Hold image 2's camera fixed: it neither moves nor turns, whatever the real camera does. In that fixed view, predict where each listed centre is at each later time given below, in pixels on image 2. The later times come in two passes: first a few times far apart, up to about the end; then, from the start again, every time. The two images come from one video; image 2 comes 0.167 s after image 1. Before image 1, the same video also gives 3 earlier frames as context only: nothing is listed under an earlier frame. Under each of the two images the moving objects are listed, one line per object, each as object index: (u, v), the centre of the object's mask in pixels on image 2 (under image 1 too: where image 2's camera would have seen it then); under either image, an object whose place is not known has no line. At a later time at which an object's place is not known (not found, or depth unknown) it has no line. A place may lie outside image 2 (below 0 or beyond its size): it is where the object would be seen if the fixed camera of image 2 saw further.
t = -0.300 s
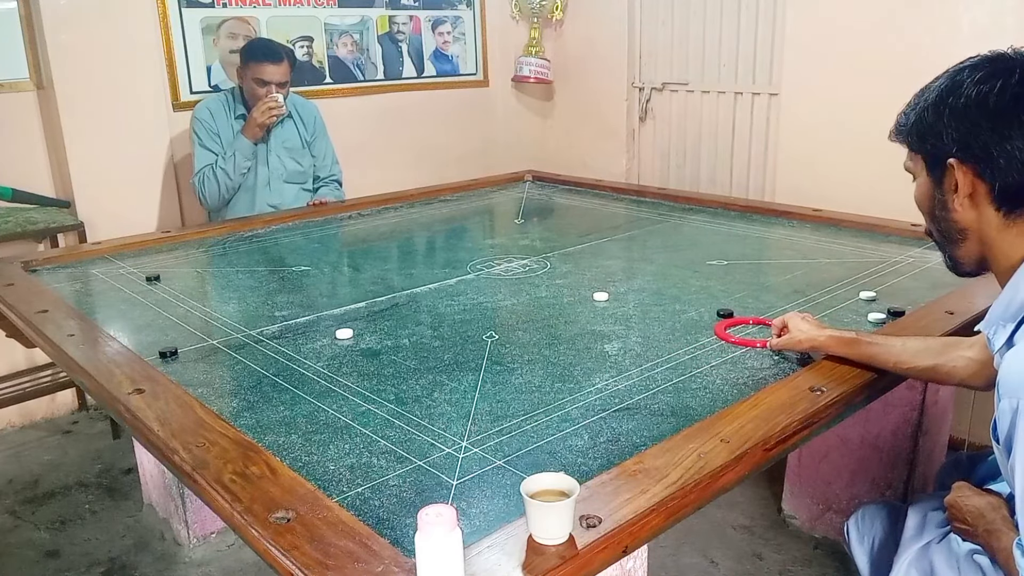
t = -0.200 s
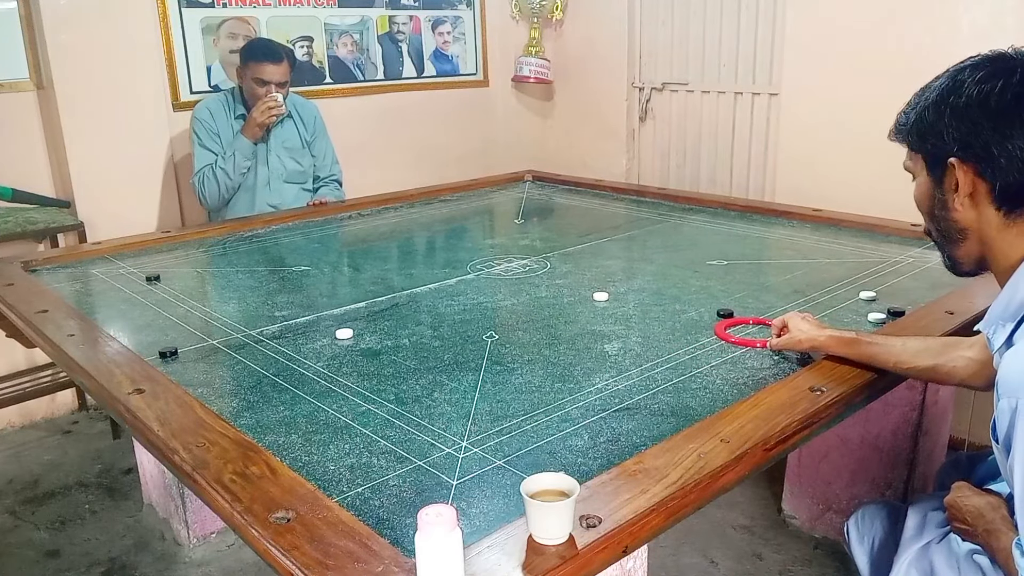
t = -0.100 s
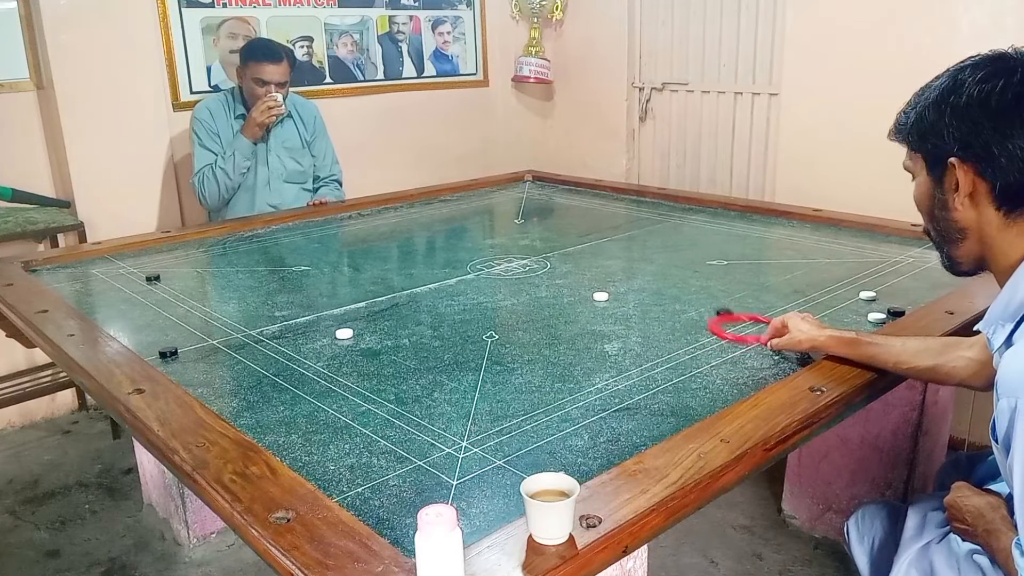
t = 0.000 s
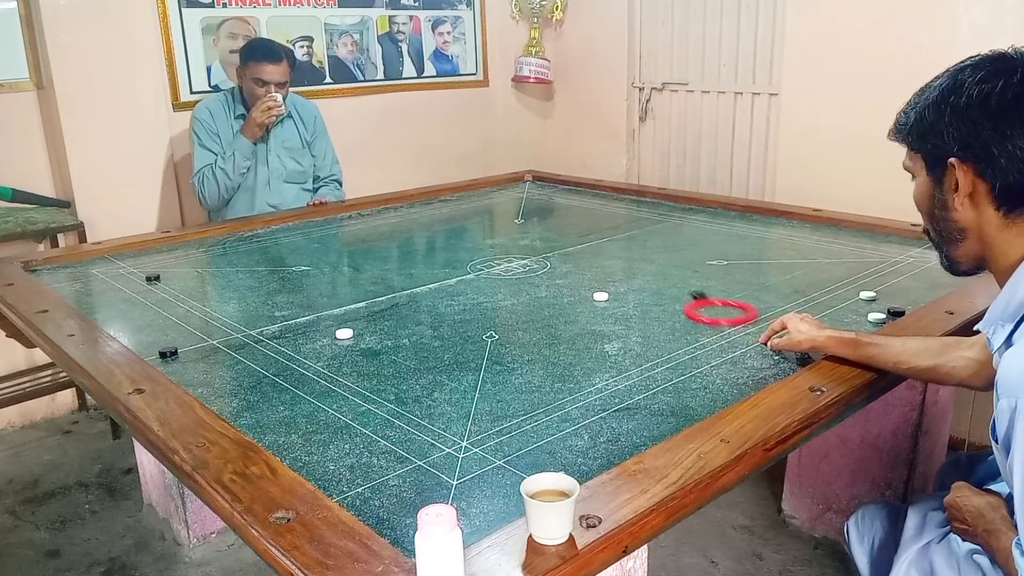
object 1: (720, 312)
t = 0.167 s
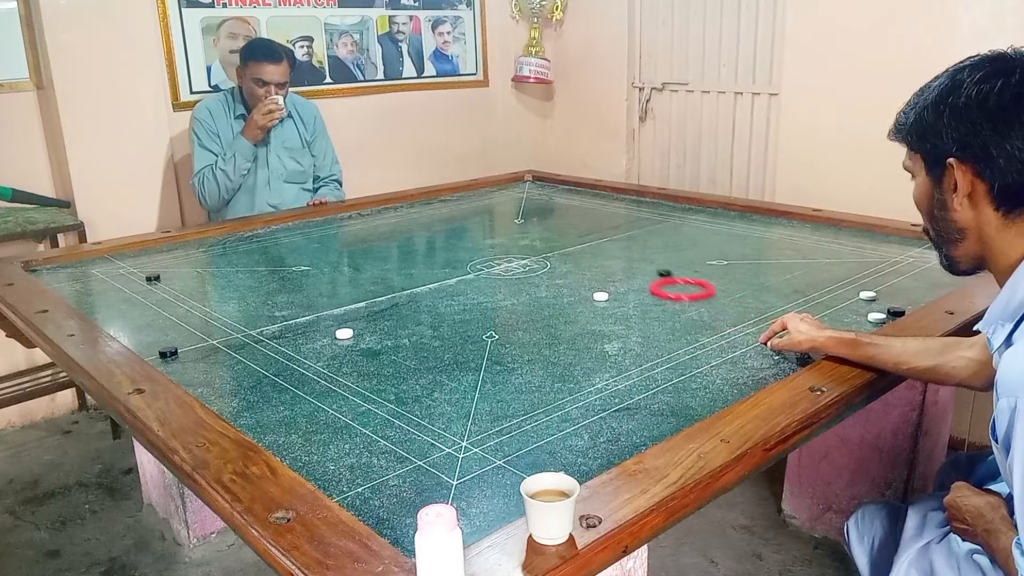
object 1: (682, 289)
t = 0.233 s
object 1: (669, 281)
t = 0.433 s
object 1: (635, 260)
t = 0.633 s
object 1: (606, 243)
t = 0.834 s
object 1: (585, 230)
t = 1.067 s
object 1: (562, 216)
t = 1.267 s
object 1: (546, 207)
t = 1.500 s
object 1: (531, 197)
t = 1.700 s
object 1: (520, 189)
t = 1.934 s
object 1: (532, 187)
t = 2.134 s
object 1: (557, 190)
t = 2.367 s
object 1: (577, 193)
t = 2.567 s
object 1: (589, 197)
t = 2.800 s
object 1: (604, 201)
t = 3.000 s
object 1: (616, 205)
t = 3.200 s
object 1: (628, 208)
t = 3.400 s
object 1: (639, 212)
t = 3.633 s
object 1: (652, 216)
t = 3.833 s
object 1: (662, 219)
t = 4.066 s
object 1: (674, 223)
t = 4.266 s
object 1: (683, 226)
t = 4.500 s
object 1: (693, 229)
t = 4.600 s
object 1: (698, 230)
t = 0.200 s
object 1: (676, 285)
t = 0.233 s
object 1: (669, 281)
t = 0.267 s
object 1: (663, 277)
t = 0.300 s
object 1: (657, 273)
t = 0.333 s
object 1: (651, 270)
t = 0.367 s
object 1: (646, 266)
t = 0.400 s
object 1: (640, 263)
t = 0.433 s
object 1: (635, 260)
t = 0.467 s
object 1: (629, 257)
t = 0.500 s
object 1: (625, 254)
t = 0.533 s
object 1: (620, 251)
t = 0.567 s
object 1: (615, 248)
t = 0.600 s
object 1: (611, 246)
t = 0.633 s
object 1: (606, 243)
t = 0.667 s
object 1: (603, 241)
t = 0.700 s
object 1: (598, 238)
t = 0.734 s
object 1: (595, 236)
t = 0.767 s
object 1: (591, 234)
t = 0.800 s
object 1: (588, 232)
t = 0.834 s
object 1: (585, 230)
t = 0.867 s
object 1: (581, 228)
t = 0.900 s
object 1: (578, 226)
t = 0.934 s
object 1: (574, 224)
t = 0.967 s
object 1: (571, 222)
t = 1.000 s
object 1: (568, 220)
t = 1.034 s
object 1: (565, 218)
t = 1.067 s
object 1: (562, 216)
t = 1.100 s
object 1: (559, 214)
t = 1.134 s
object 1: (557, 213)
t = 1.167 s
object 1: (554, 211)
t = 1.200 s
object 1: (551, 210)
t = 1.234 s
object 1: (549, 208)
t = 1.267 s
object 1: (546, 207)
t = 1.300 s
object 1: (544, 205)
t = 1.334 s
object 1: (542, 203)
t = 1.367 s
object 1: (540, 202)
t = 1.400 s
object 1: (537, 201)
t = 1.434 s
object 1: (535, 199)
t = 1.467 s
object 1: (533, 198)
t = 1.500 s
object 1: (531, 197)
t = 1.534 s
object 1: (529, 195)
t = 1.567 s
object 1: (527, 194)
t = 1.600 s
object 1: (525, 193)
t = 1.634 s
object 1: (523, 192)
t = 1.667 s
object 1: (521, 190)
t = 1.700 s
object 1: (520, 189)
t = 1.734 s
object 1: (518, 188)
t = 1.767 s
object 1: (516, 187)
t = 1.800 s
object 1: (516, 187)
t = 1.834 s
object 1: (519, 187)
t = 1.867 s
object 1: (525, 188)
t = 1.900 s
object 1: (529, 187)
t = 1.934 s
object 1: (532, 187)
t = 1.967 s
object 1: (536, 188)
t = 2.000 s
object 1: (540, 188)
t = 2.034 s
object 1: (545, 188)
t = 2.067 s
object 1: (548, 189)
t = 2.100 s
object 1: (553, 189)
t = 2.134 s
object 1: (557, 190)
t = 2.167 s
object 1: (563, 190)
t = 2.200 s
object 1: (567, 191)
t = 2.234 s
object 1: (569, 191)
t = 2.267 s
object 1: (572, 192)
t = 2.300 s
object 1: (573, 193)
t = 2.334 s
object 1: (576, 193)
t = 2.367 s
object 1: (577, 193)
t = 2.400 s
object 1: (579, 194)
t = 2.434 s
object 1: (581, 195)
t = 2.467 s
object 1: (584, 195)
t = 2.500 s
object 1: (585, 196)
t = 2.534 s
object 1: (588, 196)
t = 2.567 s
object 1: (589, 197)
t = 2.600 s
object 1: (592, 198)
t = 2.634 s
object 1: (593, 198)
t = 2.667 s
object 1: (596, 199)
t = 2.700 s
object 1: (597, 199)
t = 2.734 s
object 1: (600, 200)
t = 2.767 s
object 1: (602, 200)
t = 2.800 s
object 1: (604, 201)
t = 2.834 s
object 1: (606, 202)
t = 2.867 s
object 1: (608, 203)
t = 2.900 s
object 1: (610, 203)
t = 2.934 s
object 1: (612, 204)
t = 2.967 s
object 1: (614, 204)
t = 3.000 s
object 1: (616, 205)
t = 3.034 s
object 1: (618, 205)
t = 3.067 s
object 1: (620, 206)
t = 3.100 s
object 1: (622, 207)
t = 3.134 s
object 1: (624, 207)
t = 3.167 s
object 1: (626, 208)
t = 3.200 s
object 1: (628, 208)
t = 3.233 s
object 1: (630, 209)
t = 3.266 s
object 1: (632, 210)
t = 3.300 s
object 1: (633, 210)
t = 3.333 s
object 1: (635, 211)
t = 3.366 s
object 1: (637, 211)
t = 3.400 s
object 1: (639, 212)
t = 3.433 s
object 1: (641, 212)
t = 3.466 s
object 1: (643, 213)
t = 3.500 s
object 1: (644, 214)
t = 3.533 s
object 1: (646, 214)
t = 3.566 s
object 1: (648, 215)
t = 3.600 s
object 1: (650, 215)
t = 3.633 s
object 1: (652, 216)
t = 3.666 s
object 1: (653, 217)
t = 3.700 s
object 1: (655, 217)
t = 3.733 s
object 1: (657, 218)
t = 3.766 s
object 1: (659, 218)
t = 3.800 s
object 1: (661, 219)
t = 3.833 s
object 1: (662, 219)
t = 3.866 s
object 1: (664, 220)
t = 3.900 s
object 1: (666, 220)
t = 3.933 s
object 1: (667, 221)
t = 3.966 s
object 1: (669, 221)
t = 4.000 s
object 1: (671, 222)
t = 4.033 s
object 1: (672, 222)
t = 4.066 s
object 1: (674, 223)
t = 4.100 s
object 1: (675, 223)
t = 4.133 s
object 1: (676, 223)
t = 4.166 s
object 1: (678, 224)
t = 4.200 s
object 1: (680, 225)
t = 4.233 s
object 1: (681, 225)
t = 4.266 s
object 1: (683, 226)
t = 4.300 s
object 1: (684, 226)
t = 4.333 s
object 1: (686, 227)
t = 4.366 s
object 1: (687, 227)
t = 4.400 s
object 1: (689, 228)
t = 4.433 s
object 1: (690, 228)
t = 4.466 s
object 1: (692, 228)
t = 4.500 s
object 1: (693, 229)
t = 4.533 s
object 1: (695, 229)
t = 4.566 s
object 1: (696, 230)
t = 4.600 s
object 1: (698, 230)
